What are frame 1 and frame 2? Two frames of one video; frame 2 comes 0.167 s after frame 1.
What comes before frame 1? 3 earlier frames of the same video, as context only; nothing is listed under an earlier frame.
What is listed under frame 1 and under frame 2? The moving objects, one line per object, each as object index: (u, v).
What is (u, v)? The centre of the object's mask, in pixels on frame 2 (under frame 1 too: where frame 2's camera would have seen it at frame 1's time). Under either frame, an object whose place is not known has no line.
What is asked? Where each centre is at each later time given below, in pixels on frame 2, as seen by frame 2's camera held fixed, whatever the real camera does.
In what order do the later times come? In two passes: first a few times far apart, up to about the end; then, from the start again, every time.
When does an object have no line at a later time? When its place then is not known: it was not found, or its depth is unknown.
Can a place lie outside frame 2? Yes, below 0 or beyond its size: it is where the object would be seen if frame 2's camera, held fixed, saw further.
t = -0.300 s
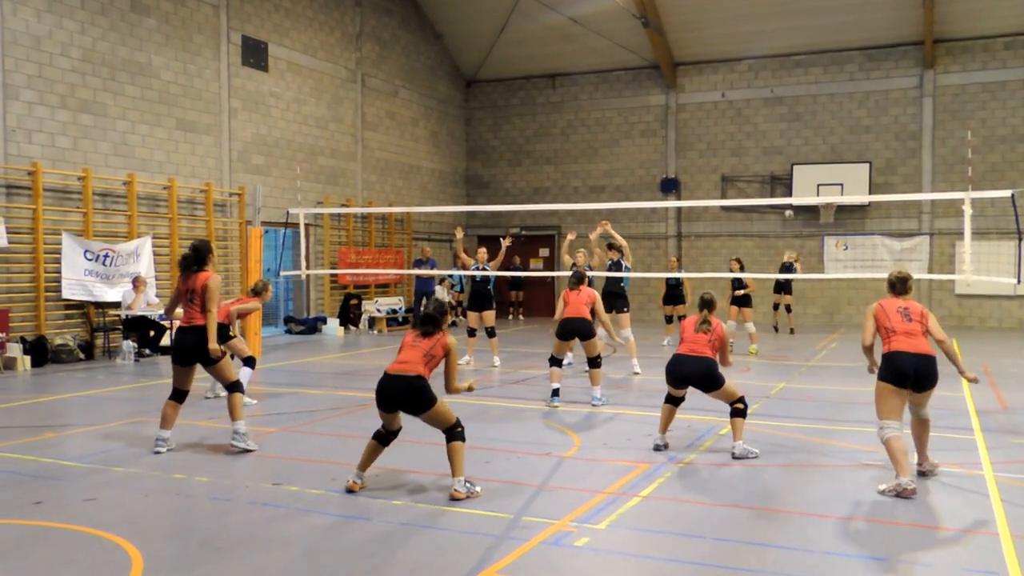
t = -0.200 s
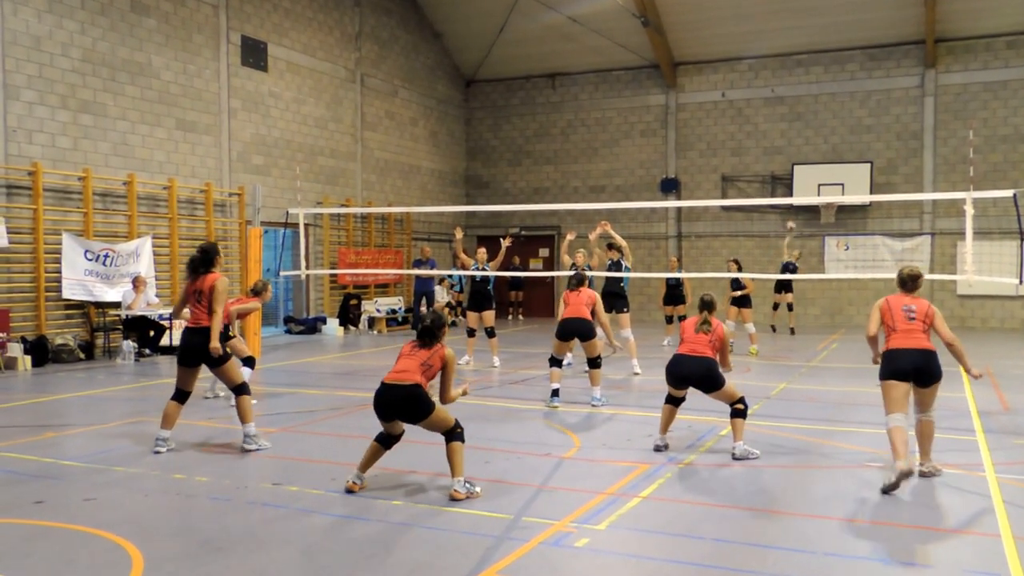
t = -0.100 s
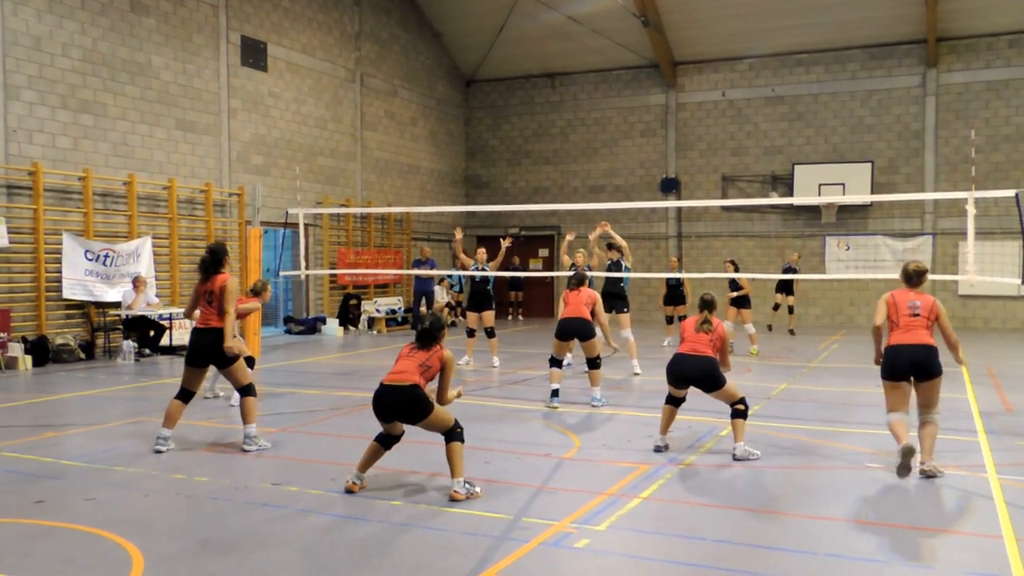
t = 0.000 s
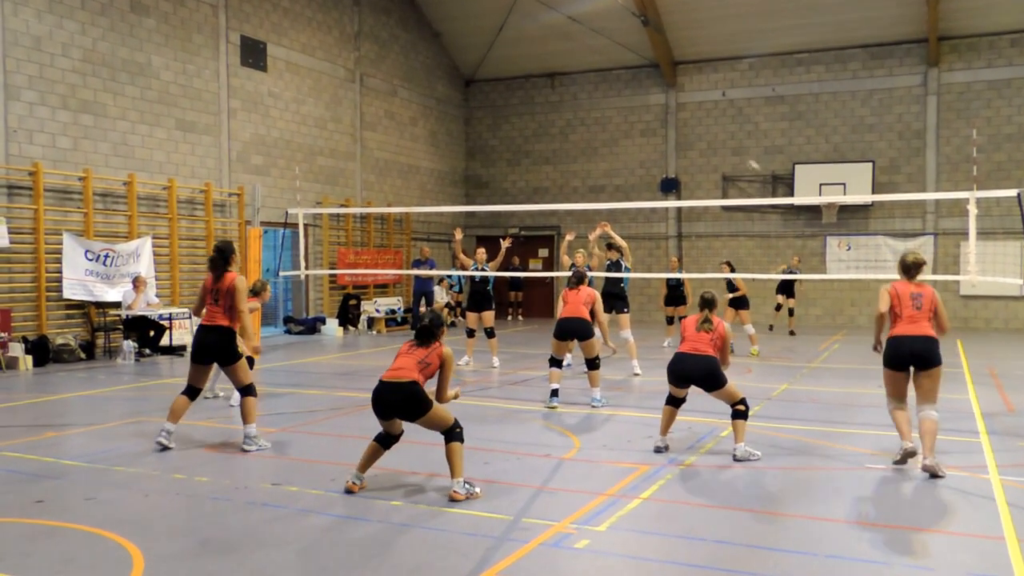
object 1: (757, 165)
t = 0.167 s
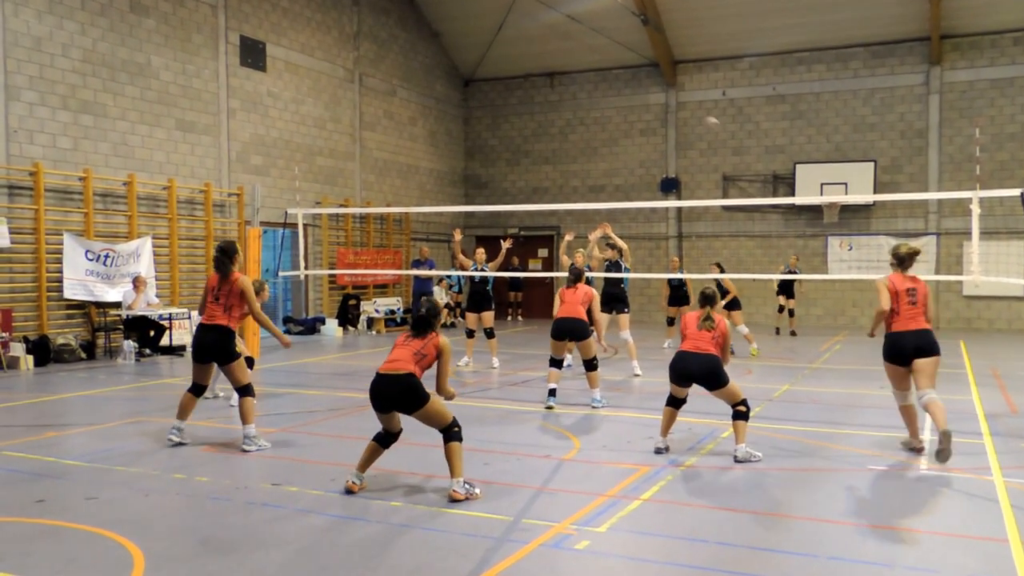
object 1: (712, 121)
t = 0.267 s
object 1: (682, 102)
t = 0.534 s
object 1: (599, 79)
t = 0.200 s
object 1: (702, 114)
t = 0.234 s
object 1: (692, 107)
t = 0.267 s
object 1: (682, 102)
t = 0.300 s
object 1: (672, 97)
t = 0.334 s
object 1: (663, 92)
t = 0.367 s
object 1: (652, 88)
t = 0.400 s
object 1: (641, 85)
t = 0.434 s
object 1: (631, 82)
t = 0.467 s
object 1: (620, 80)
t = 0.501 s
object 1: (609, 79)
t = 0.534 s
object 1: (599, 79)
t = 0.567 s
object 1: (587, 80)
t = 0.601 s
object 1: (575, 81)
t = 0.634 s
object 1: (563, 83)
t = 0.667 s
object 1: (551, 86)
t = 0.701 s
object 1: (537, 90)
